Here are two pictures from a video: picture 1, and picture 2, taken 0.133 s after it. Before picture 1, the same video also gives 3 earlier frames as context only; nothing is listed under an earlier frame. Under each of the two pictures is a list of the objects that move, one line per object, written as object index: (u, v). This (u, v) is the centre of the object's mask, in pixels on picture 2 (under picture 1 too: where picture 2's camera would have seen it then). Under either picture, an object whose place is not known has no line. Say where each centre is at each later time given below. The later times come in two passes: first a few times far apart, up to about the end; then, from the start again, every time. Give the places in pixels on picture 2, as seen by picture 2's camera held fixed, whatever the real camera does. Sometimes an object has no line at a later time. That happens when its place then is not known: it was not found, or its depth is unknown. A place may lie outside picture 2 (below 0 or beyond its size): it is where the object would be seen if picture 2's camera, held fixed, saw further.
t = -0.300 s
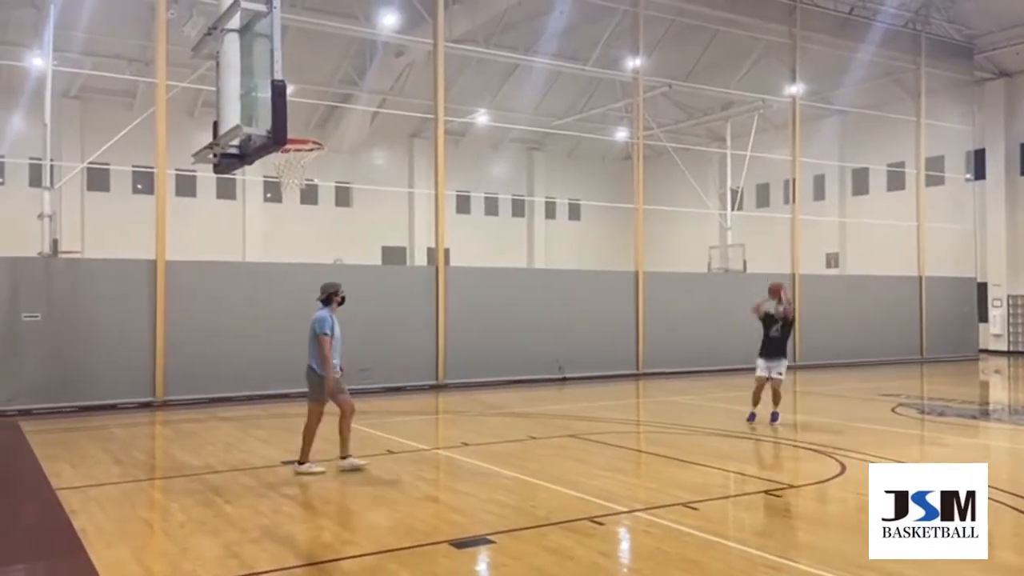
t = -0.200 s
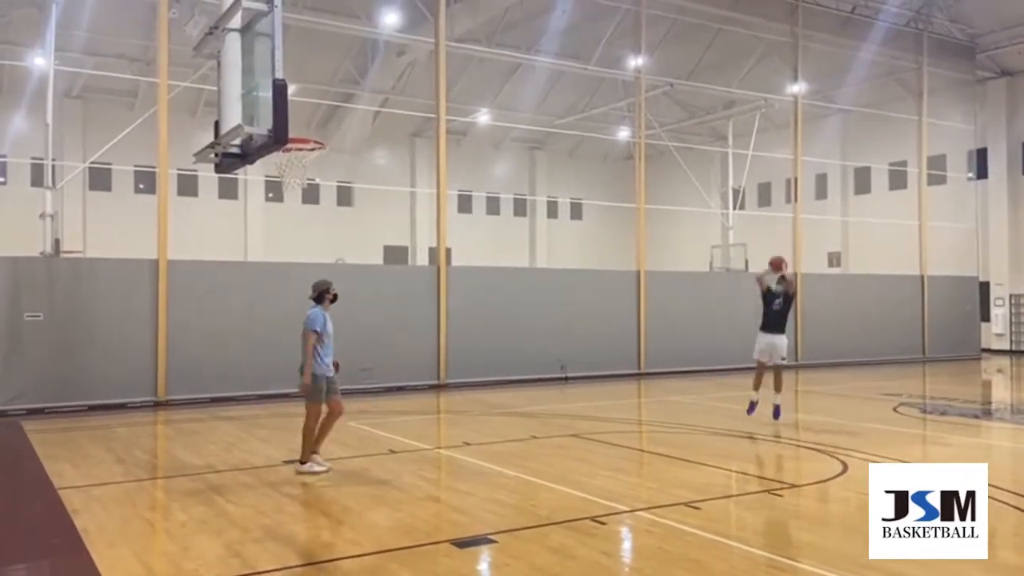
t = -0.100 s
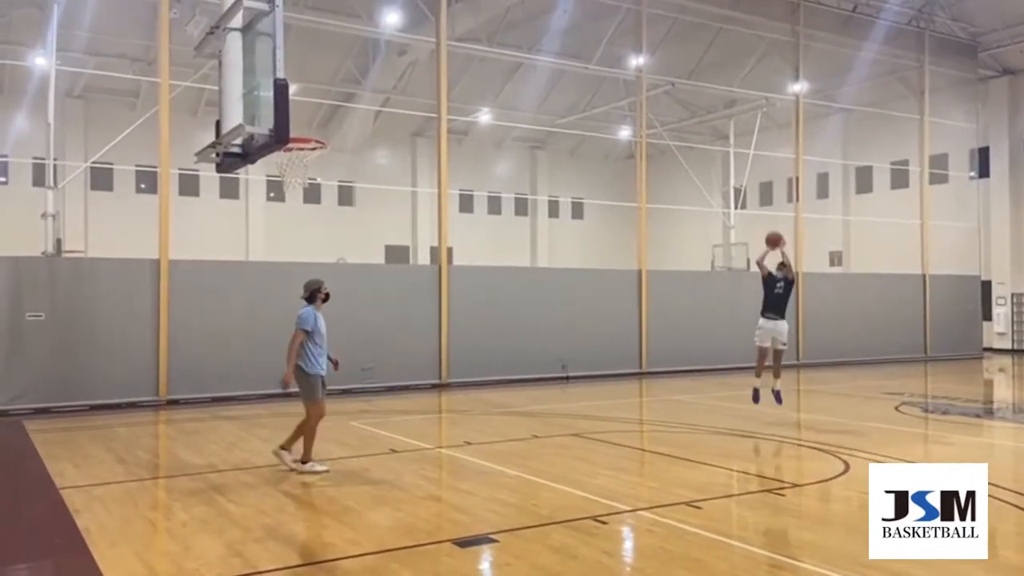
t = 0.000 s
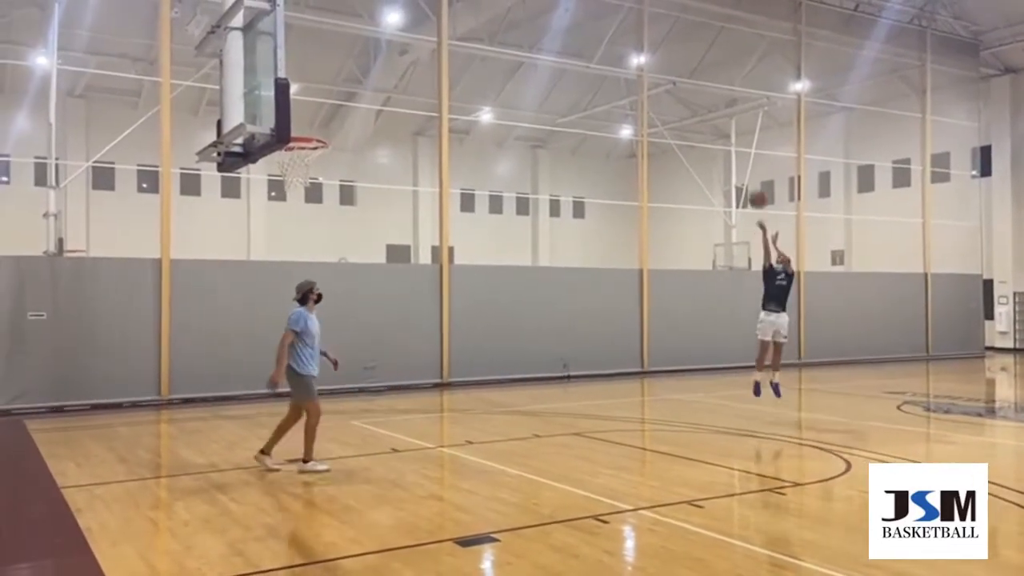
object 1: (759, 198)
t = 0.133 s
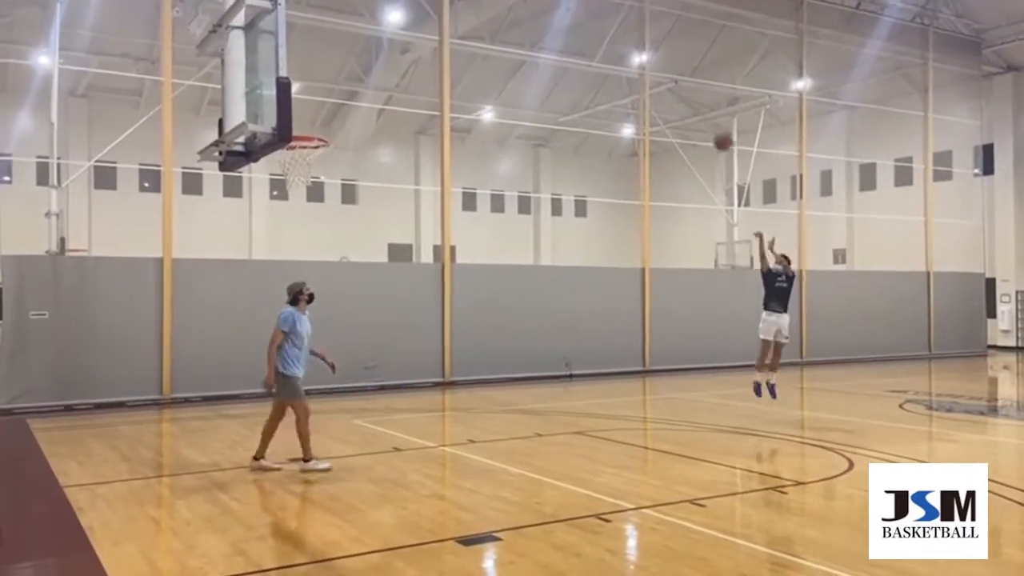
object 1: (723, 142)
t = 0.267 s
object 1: (683, 95)
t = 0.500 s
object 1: (607, 37)
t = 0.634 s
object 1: (557, 21)
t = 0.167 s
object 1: (713, 129)
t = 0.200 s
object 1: (704, 117)
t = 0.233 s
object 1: (694, 106)
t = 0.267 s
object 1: (683, 95)
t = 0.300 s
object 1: (674, 84)
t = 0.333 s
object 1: (663, 75)
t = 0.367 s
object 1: (653, 66)
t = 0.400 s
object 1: (642, 58)
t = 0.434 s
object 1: (630, 50)
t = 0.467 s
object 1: (619, 43)
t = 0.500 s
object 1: (607, 37)
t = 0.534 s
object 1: (596, 32)
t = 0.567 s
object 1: (583, 28)
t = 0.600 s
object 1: (571, 25)
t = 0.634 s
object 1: (557, 21)
